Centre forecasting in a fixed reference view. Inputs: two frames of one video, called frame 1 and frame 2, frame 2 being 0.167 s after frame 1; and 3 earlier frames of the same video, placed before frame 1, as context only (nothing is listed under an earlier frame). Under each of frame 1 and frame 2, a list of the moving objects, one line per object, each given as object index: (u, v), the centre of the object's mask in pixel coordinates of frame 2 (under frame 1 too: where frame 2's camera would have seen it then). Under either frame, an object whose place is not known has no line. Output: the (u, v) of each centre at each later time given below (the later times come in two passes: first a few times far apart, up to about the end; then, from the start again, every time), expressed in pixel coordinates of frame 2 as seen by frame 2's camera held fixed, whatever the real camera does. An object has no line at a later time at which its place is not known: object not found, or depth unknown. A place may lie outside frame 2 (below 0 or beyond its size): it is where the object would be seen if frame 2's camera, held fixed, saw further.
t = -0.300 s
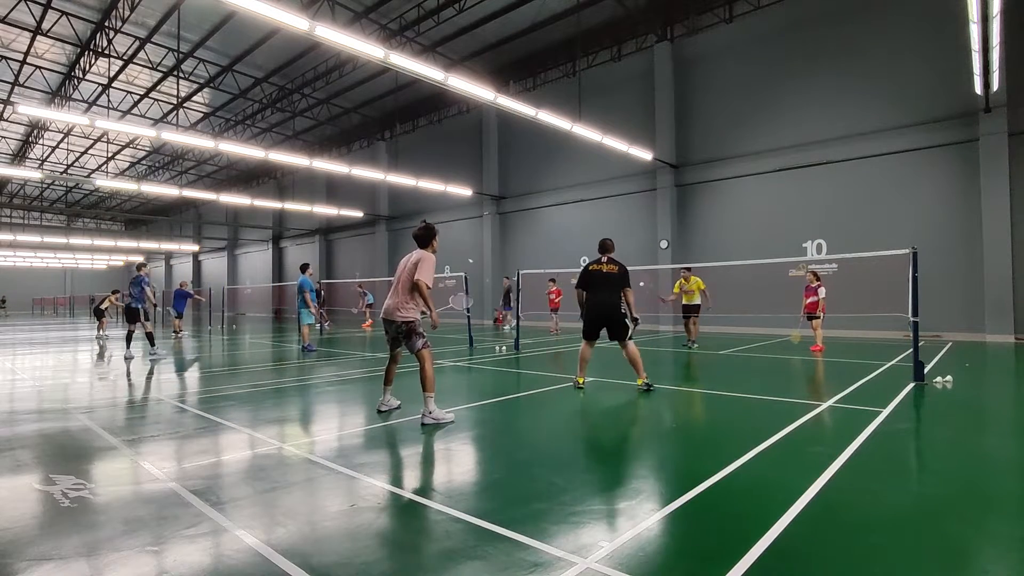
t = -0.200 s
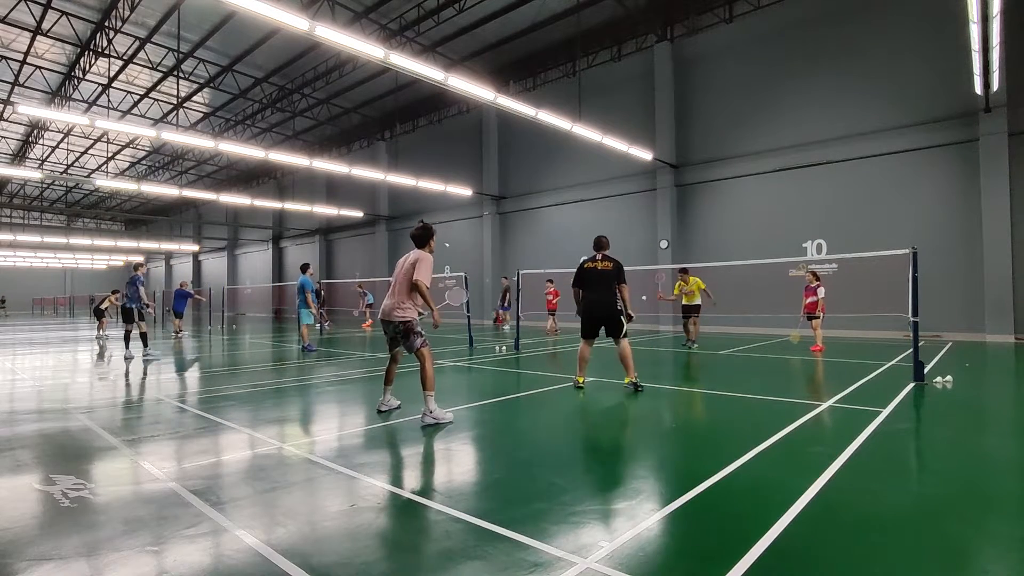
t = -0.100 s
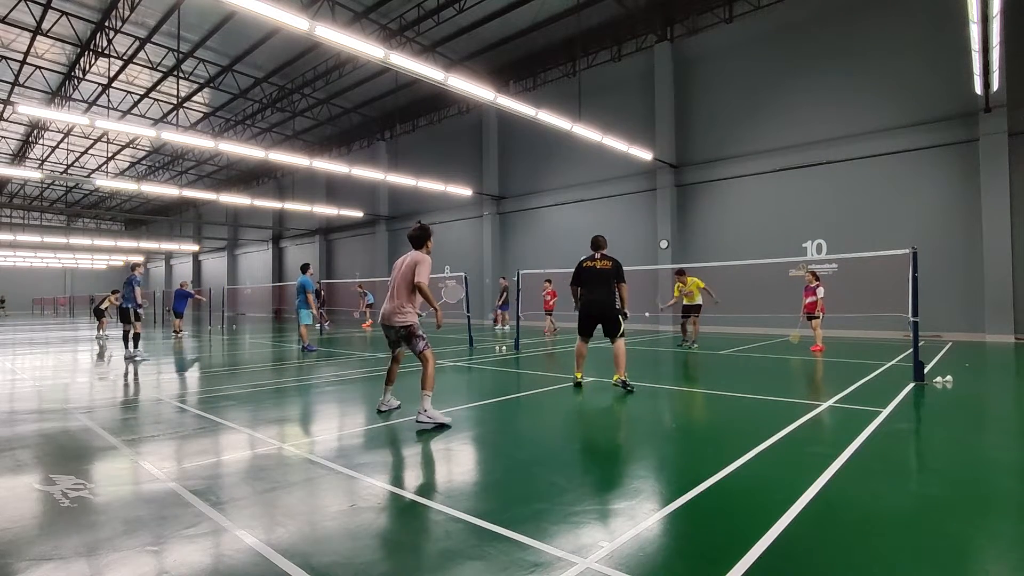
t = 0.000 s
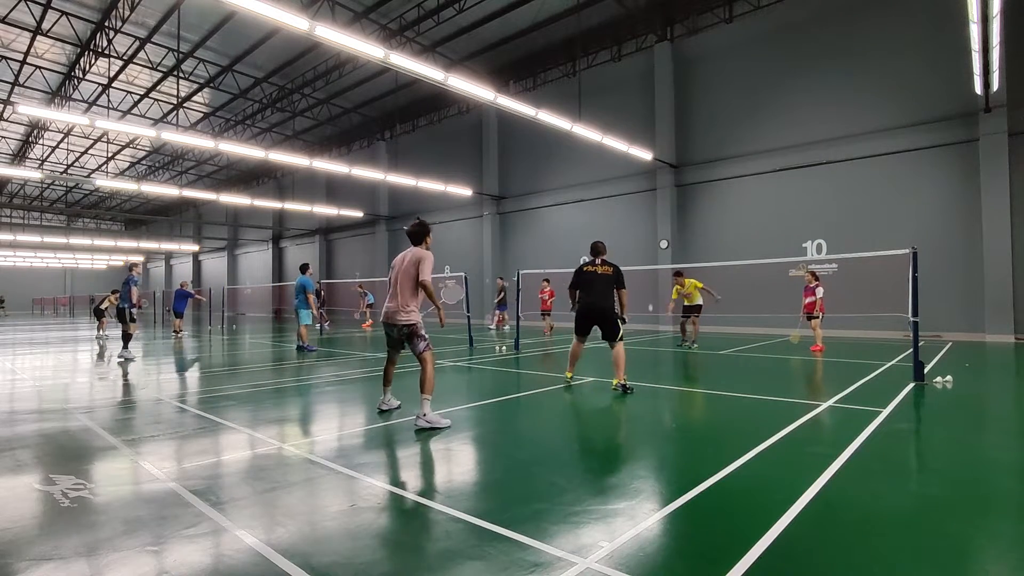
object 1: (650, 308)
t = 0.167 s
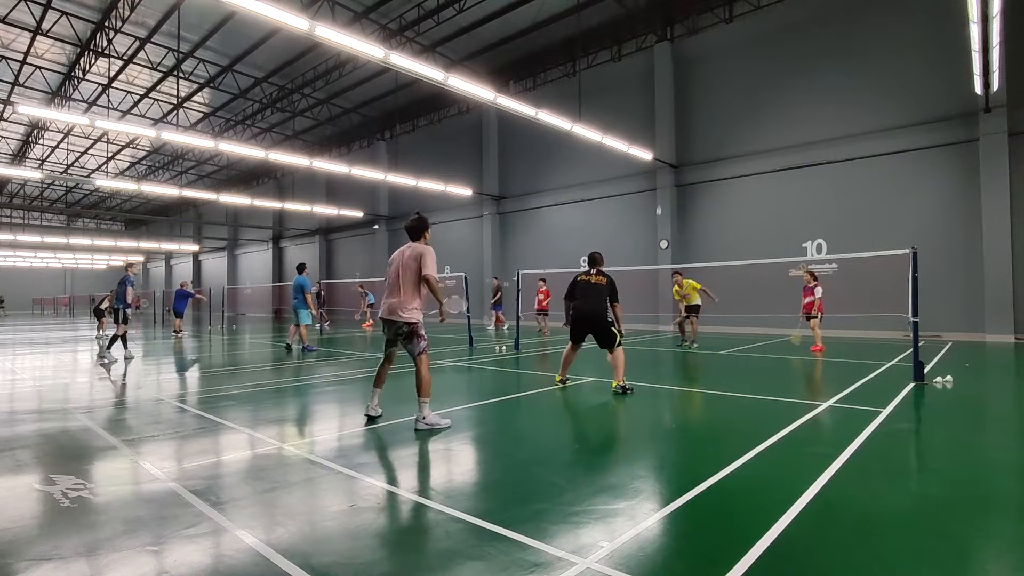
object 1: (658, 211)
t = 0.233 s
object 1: (663, 179)
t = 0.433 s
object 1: (676, 103)
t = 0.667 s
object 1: (691, 50)
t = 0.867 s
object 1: (705, 45)
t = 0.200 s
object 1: (660, 194)
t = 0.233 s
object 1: (663, 179)
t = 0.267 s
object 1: (665, 165)
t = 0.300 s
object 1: (667, 151)
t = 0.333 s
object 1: (669, 137)
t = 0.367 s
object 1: (671, 125)
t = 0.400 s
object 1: (673, 114)
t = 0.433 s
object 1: (676, 103)
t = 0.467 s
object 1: (678, 93)
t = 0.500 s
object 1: (680, 84)
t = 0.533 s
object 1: (682, 76)
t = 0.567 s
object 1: (684, 68)
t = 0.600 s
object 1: (686, 62)
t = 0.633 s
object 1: (689, 55)
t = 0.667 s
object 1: (691, 50)
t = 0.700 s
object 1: (694, 46)
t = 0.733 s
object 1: (696, 43)
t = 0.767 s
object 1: (698, 42)
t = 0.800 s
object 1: (700, 42)
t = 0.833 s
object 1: (703, 42)
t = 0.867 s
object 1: (705, 45)
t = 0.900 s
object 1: (708, 49)
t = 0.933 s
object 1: (710, 55)
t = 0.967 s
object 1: (712, 62)
